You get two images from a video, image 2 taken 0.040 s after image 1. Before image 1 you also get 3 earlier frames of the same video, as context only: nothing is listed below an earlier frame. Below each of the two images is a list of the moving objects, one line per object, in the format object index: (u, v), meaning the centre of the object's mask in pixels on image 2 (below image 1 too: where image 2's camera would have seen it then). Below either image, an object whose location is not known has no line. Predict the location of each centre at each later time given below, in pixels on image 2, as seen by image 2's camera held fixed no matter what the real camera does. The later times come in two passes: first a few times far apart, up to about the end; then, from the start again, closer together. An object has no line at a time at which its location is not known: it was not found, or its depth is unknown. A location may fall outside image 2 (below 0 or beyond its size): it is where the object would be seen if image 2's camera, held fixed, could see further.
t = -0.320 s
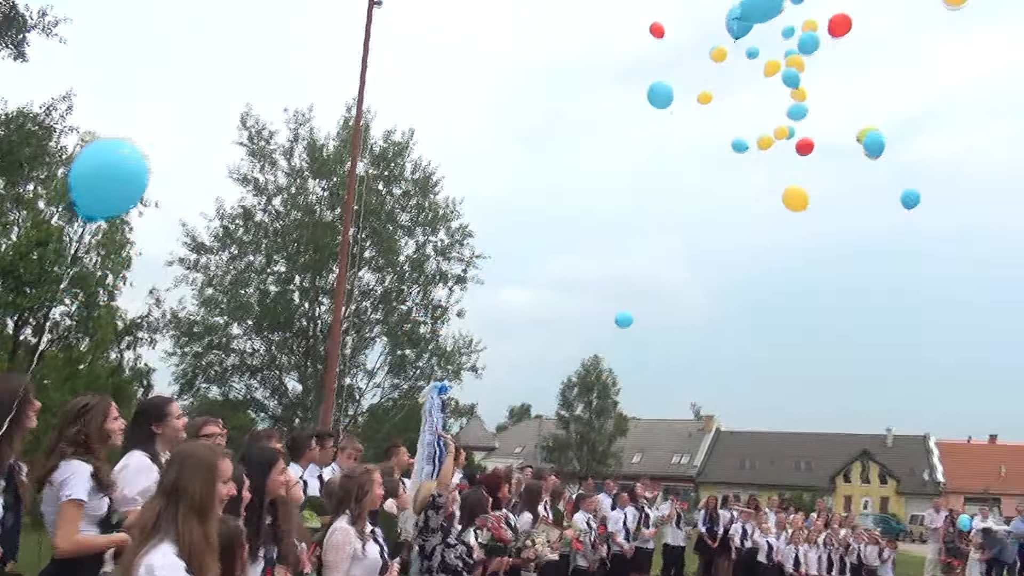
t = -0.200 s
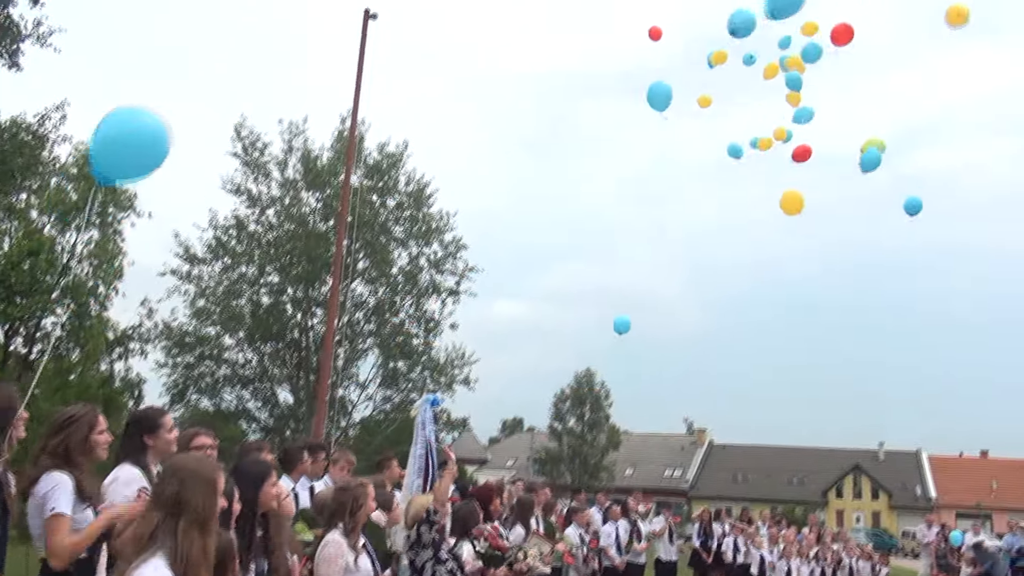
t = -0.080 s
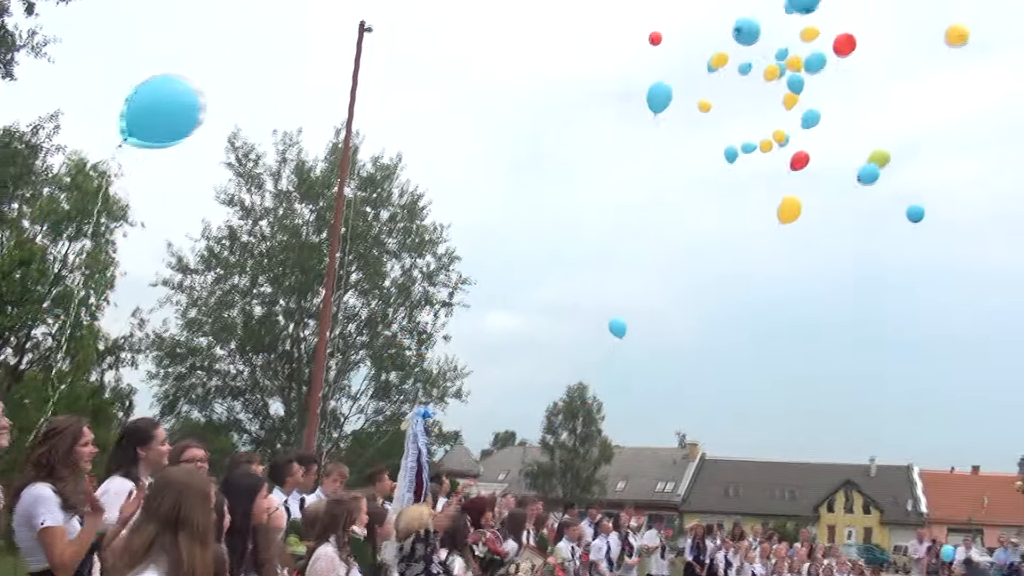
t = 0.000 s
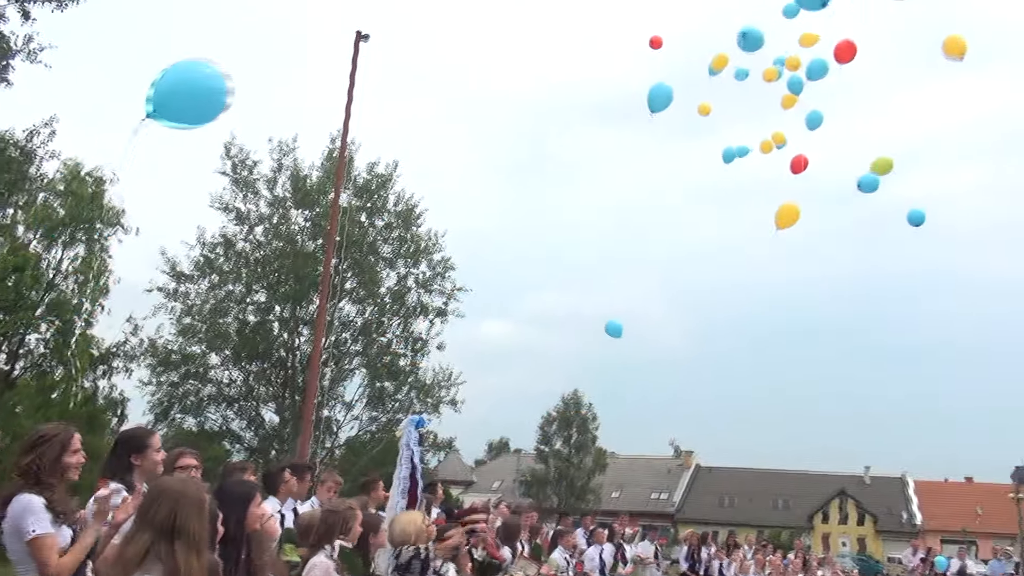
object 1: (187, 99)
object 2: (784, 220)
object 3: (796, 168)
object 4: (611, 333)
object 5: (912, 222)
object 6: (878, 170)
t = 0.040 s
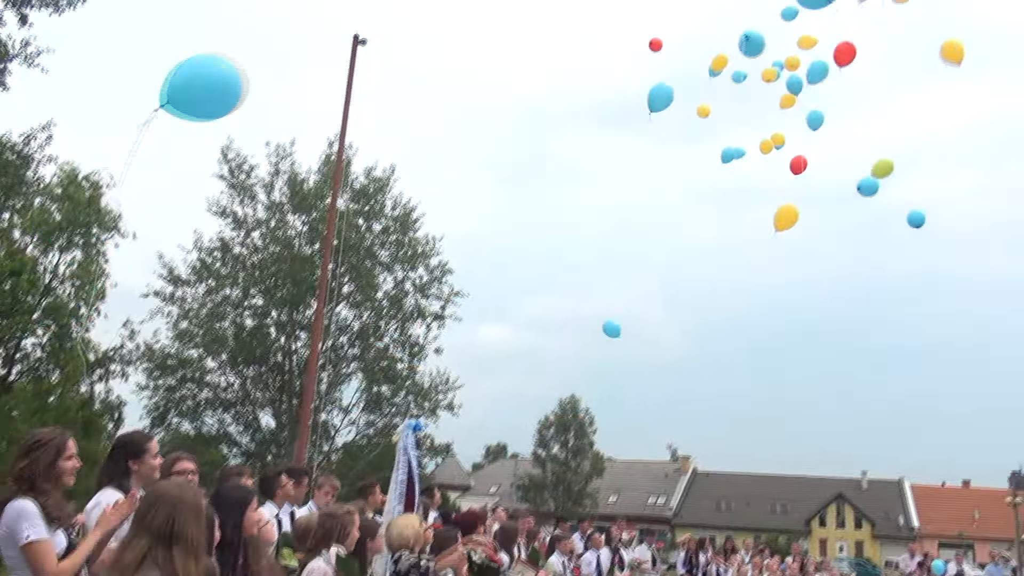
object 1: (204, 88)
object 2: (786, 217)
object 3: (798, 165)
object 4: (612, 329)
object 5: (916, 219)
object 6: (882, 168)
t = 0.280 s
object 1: (304, 43)
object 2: (801, 196)
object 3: (812, 141)
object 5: (936, 200)
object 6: (905, 150)
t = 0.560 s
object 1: (398, 2)
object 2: (825, 178)
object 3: (830, 117)
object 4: (634, 284)
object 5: (955, 178)
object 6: (926, 123)
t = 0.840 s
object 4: (654, 258)
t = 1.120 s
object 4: (675, 238)
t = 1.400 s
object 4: (689, 227)
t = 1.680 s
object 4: (702, 202)
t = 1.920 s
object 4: (716, 185)
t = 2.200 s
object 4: (741, 164)
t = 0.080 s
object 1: (221, 79)
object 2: (788, 214)
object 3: (801, 161)
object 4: (612, 325)
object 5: (919, 216)
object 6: (886, 167)
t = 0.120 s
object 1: (238, 71)
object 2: (790, 211)
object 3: (803, 157)
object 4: (613, 321)
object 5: (923, 213)
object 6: (890, 164)
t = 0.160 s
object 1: (256, 62)
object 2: (793, 206)
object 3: (806, 153)
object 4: (614, 317)
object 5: (927, 209)
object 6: (895, 160)
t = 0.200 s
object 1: (272, 55)
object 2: (796, 203)
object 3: (808, 149)
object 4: (615, 312)
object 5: (930, 206)
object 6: (899, 157)
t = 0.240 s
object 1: (288, 49)
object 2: (799, 199)
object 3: (810, 145)
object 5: (933, 202)
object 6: (902, 154)
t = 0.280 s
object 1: (304, 43)
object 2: (801, 196)
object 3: (812, 141)
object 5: (936, 200)
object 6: (905, 150)
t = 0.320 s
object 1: (318, 37)
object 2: (805, 192)
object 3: (815, 138)
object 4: (621, 301)
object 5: (939, 196)
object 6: (909, 146)
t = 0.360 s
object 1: (333, 31)
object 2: (808, 189)
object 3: (818, 134)
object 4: (623, 298)
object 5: (941, 193)
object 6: (912, 142)
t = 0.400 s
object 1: (347, 25)
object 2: (811, 186)
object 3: (821, 131)
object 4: (625, 295)
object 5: (945, 189)
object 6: (916, 138)
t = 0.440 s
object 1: (360, 20)
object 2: (814, 183)
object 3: (823, 127)
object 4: (626, 292)
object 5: (947, 187)
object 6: (918, 134)
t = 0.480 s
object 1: (373, 15)
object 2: (817, 181)
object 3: (825, 124)
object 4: (628, 290)
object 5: (949, 183)
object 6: (920, 131)
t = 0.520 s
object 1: (386, 8)
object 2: (821, 178)
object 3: (828, 120)
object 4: (631, 286)
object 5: (952, 180)
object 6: (924, 126)
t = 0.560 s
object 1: (398, 2)
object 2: (825, 178)
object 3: (830, 117)
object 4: (634, 284)
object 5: (955, 178)
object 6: (926, 123)
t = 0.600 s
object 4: (637, 280)
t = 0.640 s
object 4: (639, 276)
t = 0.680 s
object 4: (641, 273)
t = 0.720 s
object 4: (644, 269)
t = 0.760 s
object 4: (648, 265)
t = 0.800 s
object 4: (650, 261)
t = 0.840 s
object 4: (654, 258)
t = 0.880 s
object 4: (657, 254)
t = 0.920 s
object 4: (661, 250)
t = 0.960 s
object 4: (663, 247)
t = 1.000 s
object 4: (666, 245)
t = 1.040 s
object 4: (669, 243)
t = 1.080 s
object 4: (671, 241)
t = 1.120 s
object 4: (675, 238)
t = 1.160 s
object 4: (676, 237)
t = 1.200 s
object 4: (678, 236)
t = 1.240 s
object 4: (680, 234)
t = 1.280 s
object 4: (682, 234)
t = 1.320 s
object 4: (684, 231)
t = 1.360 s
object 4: (686, 230)
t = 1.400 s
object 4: (689, 227)
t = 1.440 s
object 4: (690, 224)
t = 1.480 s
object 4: (692, 221)
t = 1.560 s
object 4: (695, 215)
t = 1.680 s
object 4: (702, 202)
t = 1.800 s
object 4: (710, 194)
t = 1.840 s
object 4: (712, 191)
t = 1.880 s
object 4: (715, 187)
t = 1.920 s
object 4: (716, 185)
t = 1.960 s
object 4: (720, 183)
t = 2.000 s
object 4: (724, 180)
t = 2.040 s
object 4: (728, 176)
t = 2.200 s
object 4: (741, 164)
